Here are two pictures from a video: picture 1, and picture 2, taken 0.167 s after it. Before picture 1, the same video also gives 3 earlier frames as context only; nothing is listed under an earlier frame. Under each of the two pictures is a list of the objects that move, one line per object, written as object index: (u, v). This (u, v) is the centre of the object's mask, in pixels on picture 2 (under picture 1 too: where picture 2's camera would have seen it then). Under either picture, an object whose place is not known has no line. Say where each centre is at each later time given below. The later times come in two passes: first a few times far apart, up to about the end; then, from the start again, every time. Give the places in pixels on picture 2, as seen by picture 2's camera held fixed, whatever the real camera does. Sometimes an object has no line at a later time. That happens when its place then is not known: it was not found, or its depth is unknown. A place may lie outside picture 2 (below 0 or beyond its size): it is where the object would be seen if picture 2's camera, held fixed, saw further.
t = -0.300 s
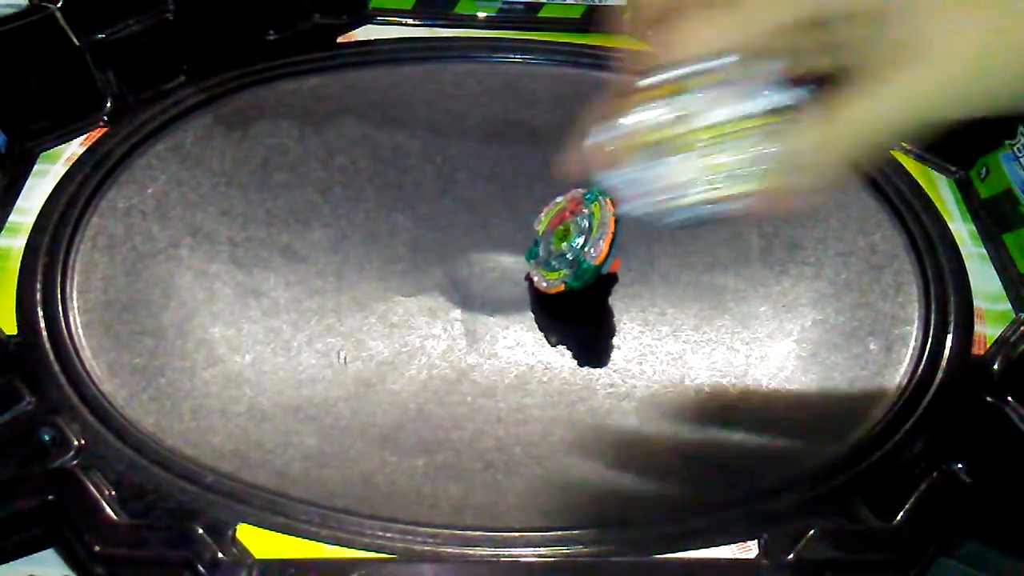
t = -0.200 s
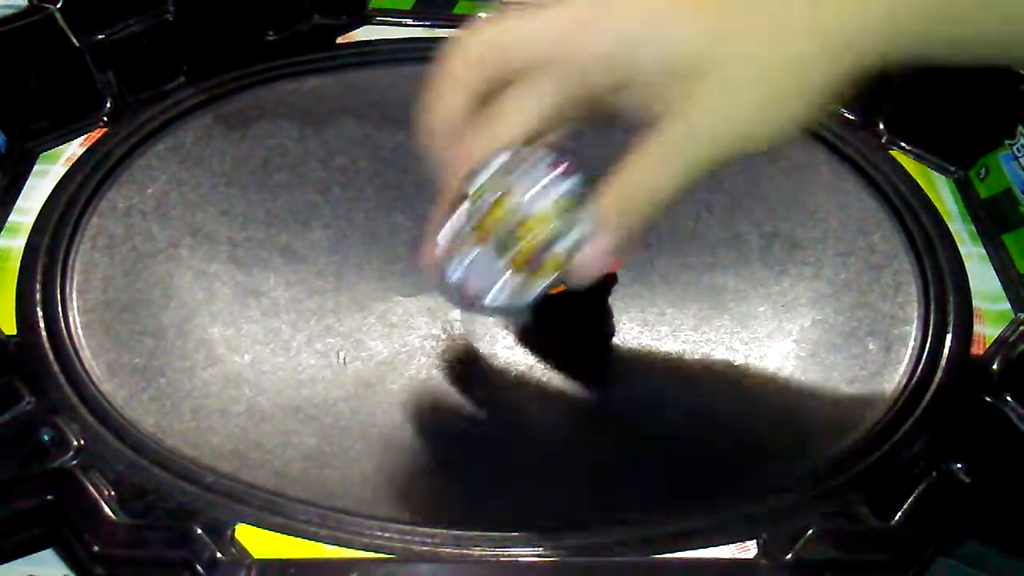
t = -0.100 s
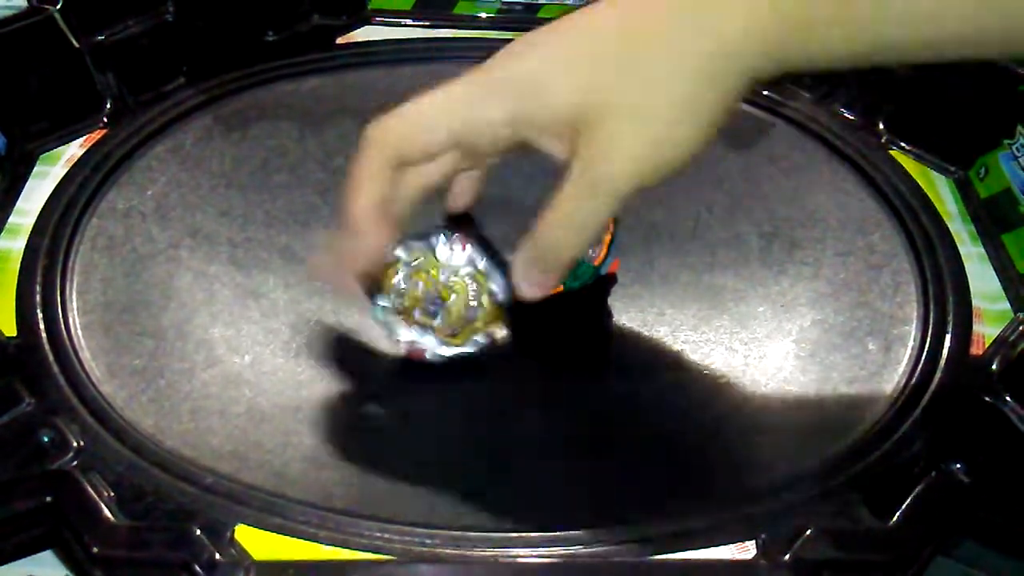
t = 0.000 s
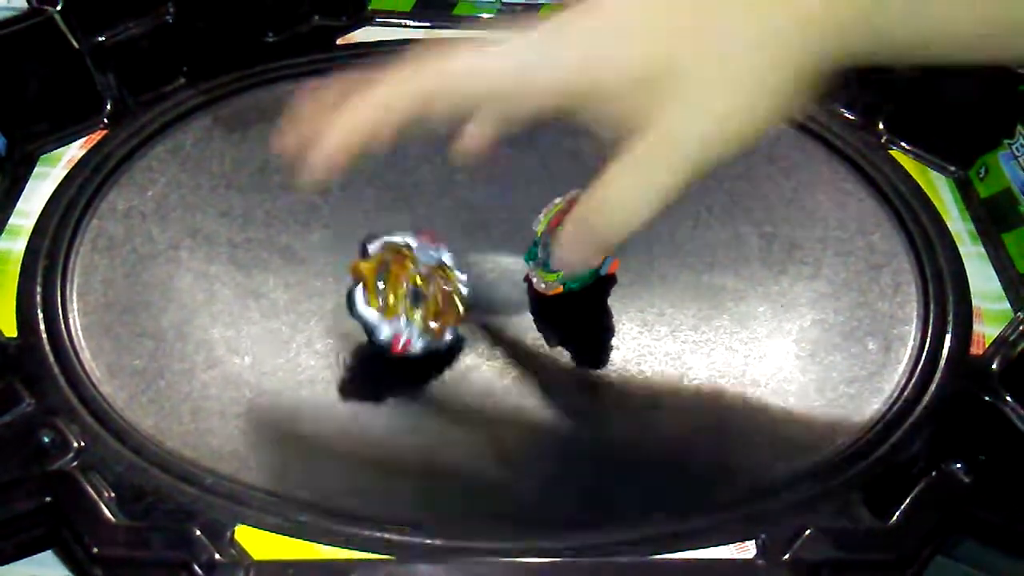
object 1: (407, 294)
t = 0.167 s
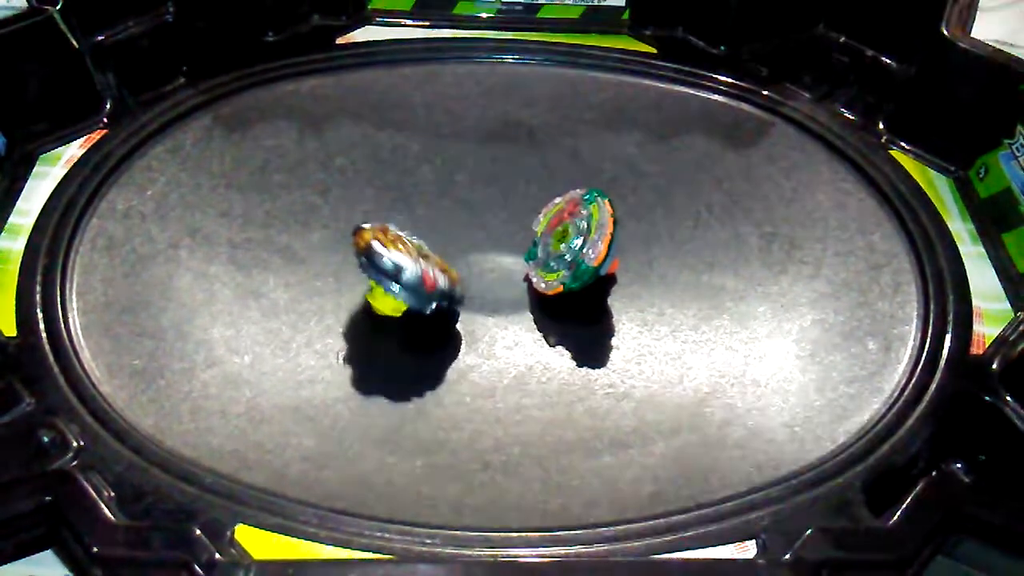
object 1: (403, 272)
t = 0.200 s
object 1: (402, 270)
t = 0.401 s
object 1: (398, 268)
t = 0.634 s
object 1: (416, 276)
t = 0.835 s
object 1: (419, 281)
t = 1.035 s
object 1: (414, 274)
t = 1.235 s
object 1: (408, 270)
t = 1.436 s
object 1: (408, 271)
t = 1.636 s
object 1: (408, 270)
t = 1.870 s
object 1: (407, 270)
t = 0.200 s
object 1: (402, 270)
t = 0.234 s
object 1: (400, 268)
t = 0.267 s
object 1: (398, 268)
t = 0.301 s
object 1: (396, 267)
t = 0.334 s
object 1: (396, 267)
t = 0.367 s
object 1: (396, 267)
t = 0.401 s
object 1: (398, 268)
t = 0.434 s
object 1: (399, 268)
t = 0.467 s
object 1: (402, 269)
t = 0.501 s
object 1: (406, 271)
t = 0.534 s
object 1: (408, 272)
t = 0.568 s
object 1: (412, 273)
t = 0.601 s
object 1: (414, 275)
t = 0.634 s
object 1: (416, 276)
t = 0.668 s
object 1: (416, 278)
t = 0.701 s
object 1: (418, 279)
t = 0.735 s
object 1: (418, 281)
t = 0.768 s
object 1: (419, 281)
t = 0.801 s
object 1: (419, 281)
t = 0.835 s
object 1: (419, 281)
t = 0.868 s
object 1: (418, 280)
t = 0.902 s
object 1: (417, 278)
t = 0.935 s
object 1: (417, 277)
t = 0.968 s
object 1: (416, 276)
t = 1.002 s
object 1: (415, 275)
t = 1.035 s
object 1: (414, 274)
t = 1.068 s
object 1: (413, 273)
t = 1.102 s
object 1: (412, 272)
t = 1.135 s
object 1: (410, 271)
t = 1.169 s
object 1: (410, 271)
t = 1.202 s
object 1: (409, 271)
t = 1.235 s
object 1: (408, 270)
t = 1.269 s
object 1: (407, 270)
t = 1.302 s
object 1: (407, 270)
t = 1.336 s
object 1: (408, 270)
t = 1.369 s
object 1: (408, 270)
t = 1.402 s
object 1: (408, 270)
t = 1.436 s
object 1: (408, 271)
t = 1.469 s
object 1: (408, 270)
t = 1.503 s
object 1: (407, 270)
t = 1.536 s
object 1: (407, 270)
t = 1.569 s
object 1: (407, 270)
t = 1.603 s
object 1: (408, 270)
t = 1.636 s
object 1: (408, 270)
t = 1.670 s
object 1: (407, 270)
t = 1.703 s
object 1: (407, 270)
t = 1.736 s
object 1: (407, 270)
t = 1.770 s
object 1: (408, 270)
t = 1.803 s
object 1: (407, 270)
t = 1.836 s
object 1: (407, 270)
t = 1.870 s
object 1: (407, 270)
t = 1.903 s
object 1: (407, 270)
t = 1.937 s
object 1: (407, 270)
